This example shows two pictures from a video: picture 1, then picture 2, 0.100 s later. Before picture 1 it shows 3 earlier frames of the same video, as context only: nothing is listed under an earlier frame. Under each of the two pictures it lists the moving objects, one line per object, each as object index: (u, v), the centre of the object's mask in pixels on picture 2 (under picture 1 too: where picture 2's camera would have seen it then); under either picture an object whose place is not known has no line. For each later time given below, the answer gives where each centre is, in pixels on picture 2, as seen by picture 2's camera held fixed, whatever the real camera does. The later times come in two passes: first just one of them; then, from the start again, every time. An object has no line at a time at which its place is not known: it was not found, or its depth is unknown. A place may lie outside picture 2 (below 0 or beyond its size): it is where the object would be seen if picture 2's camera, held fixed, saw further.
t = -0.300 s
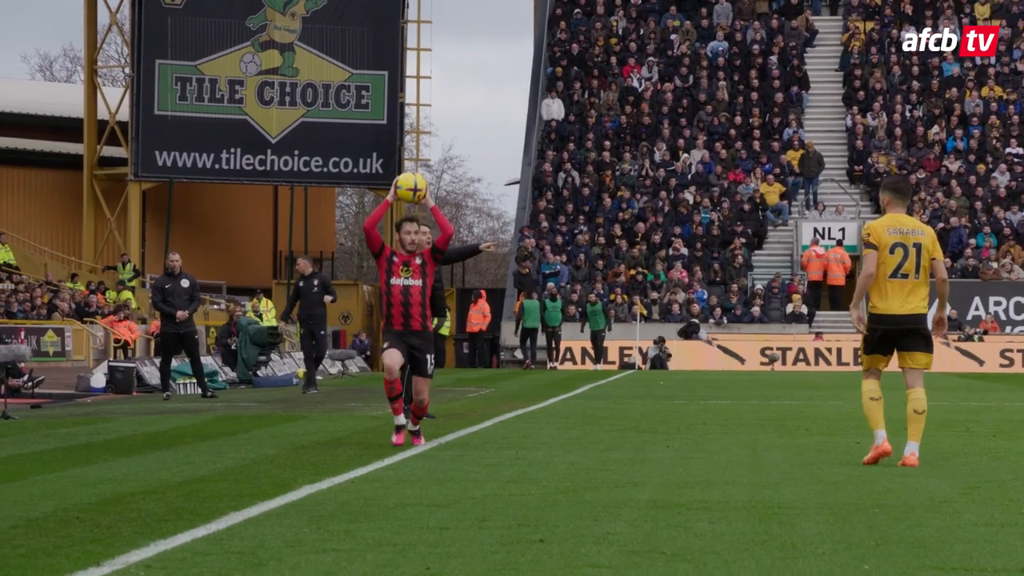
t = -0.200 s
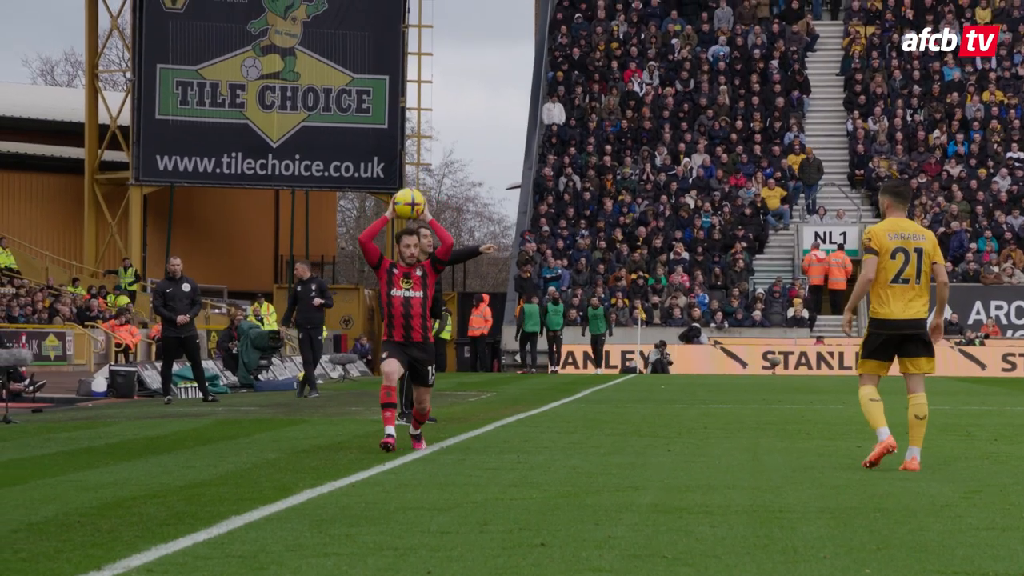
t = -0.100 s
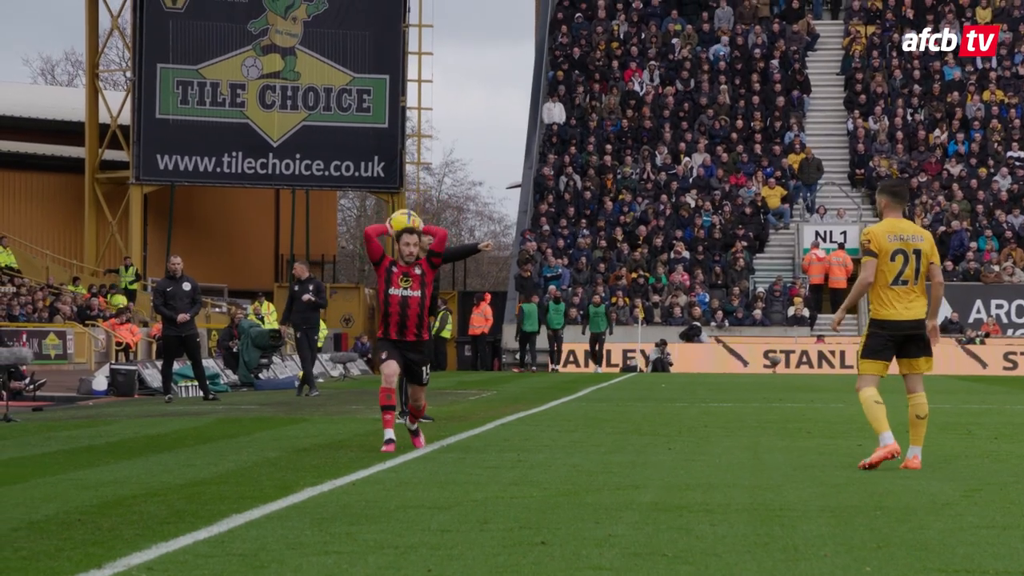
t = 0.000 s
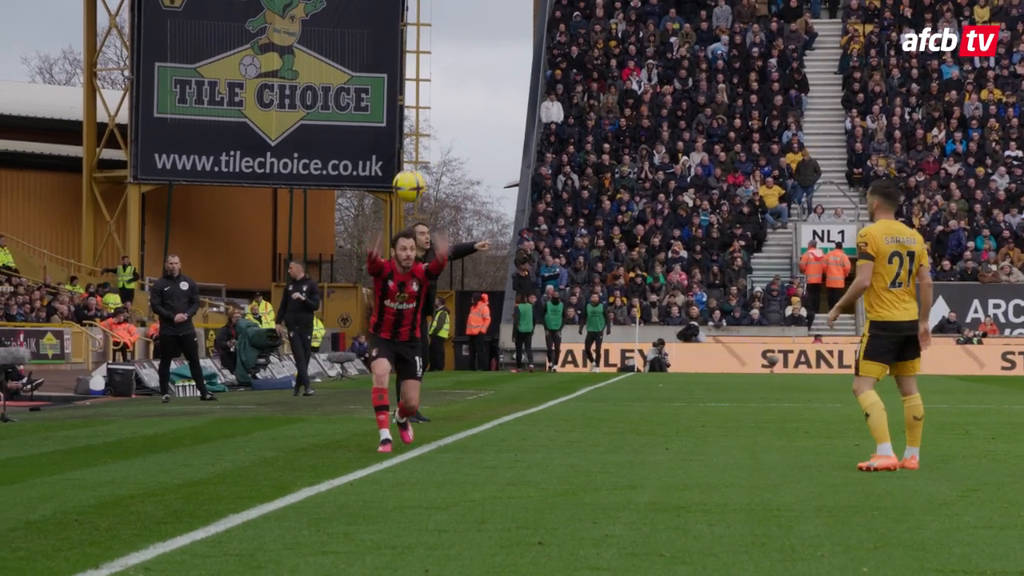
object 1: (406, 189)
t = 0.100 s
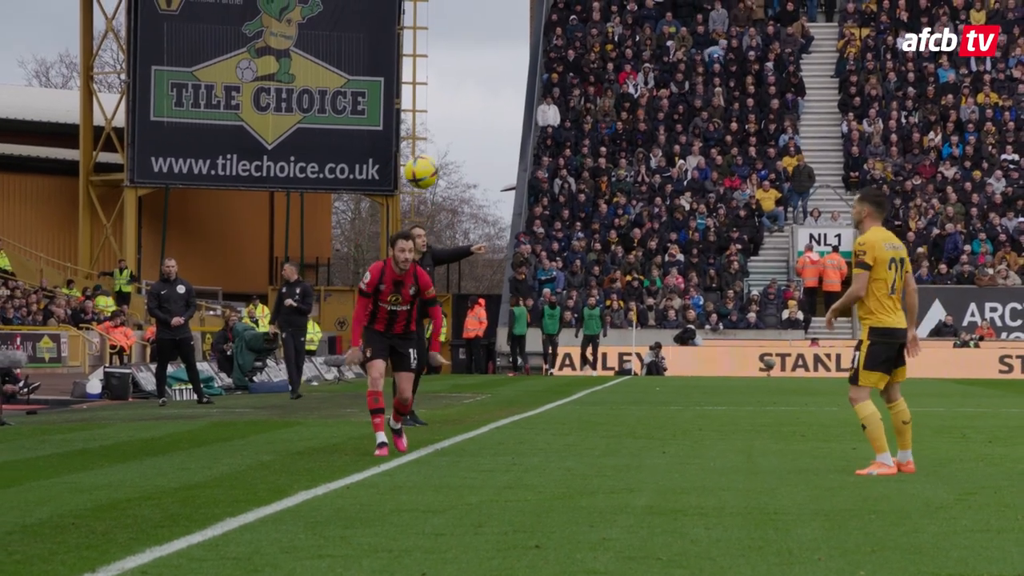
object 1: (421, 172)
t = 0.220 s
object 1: (445, 170)
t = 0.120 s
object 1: (424, 171)
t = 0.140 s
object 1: (427, 169)
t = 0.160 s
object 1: (430, 169)
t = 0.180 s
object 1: (434, 169)
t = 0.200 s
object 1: (439, 169)
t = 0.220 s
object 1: (445, 170)
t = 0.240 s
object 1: (450, 172)
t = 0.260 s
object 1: (455, 176)
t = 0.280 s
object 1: (460, 179)
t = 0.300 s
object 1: (468, 183)
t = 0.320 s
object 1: (473, 188)
